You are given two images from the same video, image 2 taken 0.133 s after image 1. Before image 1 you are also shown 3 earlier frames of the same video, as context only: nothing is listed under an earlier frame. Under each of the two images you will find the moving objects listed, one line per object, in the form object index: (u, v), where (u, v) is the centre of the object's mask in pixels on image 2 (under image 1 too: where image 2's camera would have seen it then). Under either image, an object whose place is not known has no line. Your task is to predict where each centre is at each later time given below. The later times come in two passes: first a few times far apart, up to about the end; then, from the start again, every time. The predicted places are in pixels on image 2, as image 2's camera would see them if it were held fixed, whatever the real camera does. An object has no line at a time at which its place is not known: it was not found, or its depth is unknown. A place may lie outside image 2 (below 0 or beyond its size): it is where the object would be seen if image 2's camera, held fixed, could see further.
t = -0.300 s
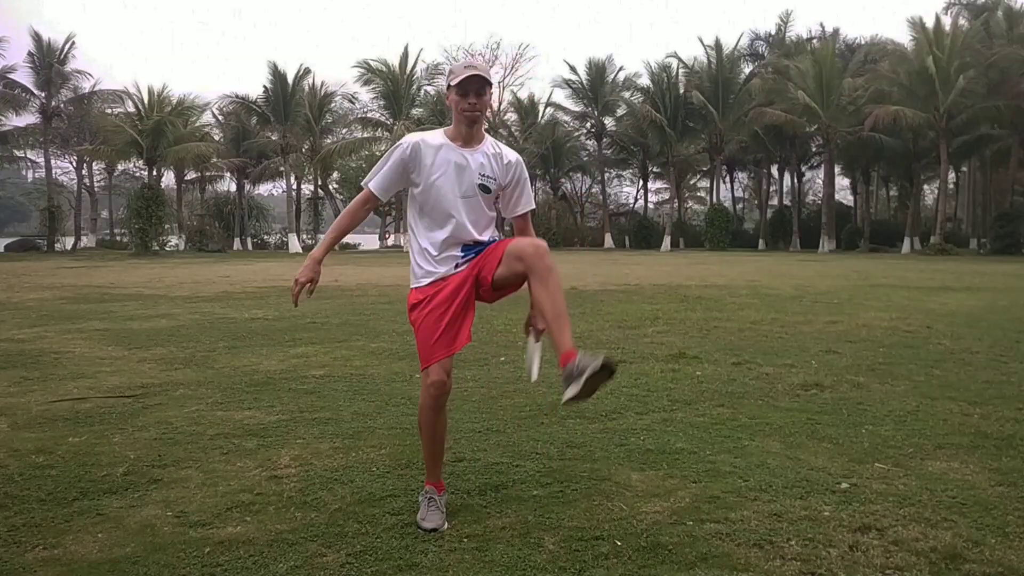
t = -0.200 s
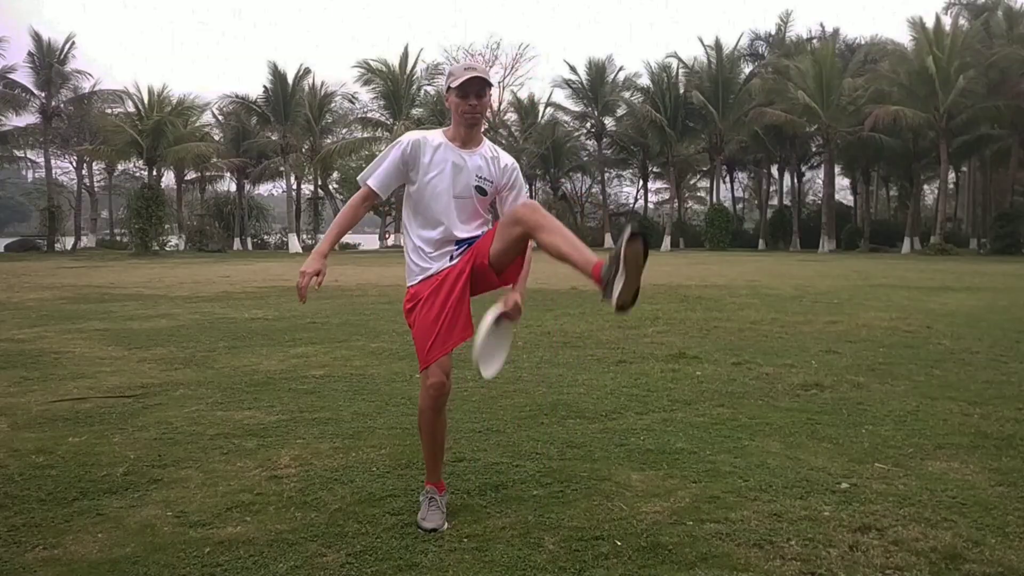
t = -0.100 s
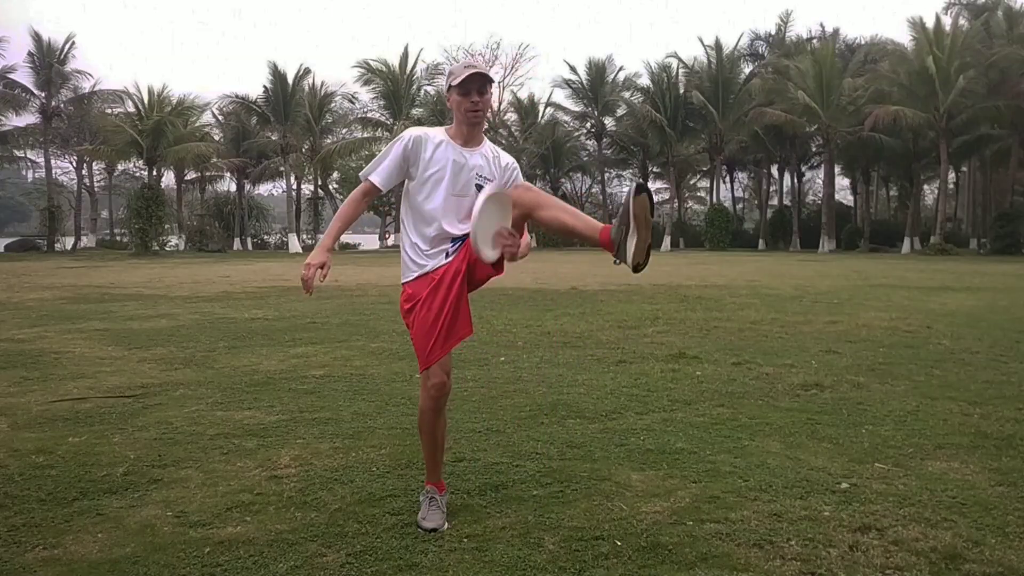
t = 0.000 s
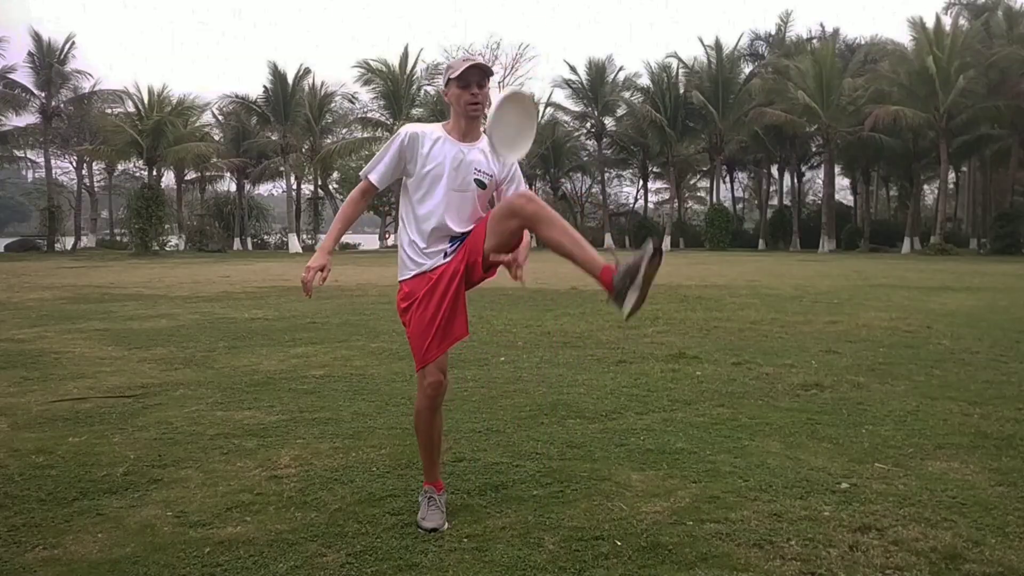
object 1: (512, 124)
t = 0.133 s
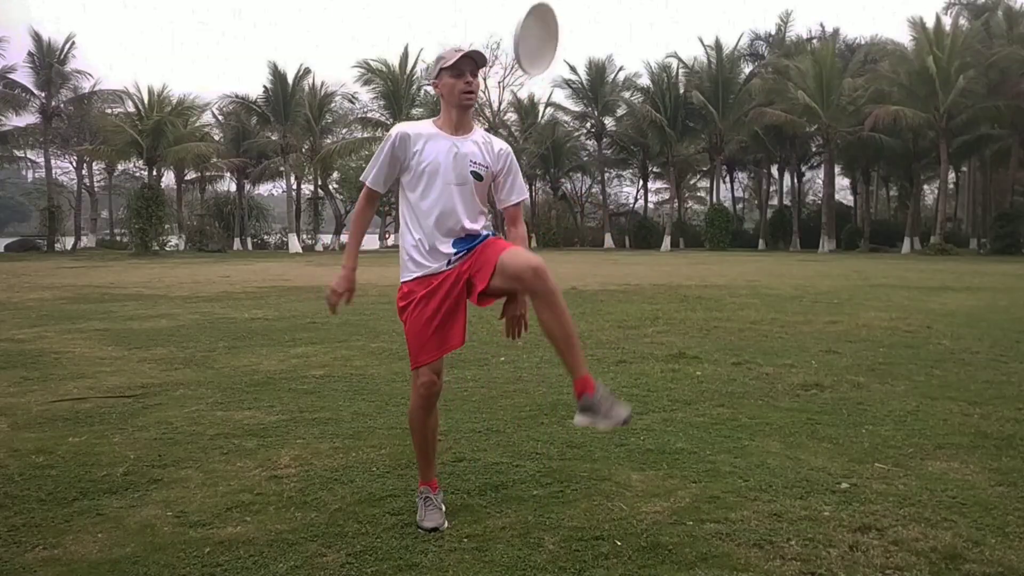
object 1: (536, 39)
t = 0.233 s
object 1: (553, 19)
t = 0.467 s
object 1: (588, 37)
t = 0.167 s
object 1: (542, 29)
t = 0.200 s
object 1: (548, 23)
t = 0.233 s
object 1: (553, 19)
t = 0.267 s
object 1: (558, 17)
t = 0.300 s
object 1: (563, 16)
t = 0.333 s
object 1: (568, 17)
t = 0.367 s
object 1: (574, 19)
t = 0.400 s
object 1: (579, 22)
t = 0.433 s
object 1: (583, 28)
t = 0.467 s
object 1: (588, 37)
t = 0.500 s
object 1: (593, 54)
